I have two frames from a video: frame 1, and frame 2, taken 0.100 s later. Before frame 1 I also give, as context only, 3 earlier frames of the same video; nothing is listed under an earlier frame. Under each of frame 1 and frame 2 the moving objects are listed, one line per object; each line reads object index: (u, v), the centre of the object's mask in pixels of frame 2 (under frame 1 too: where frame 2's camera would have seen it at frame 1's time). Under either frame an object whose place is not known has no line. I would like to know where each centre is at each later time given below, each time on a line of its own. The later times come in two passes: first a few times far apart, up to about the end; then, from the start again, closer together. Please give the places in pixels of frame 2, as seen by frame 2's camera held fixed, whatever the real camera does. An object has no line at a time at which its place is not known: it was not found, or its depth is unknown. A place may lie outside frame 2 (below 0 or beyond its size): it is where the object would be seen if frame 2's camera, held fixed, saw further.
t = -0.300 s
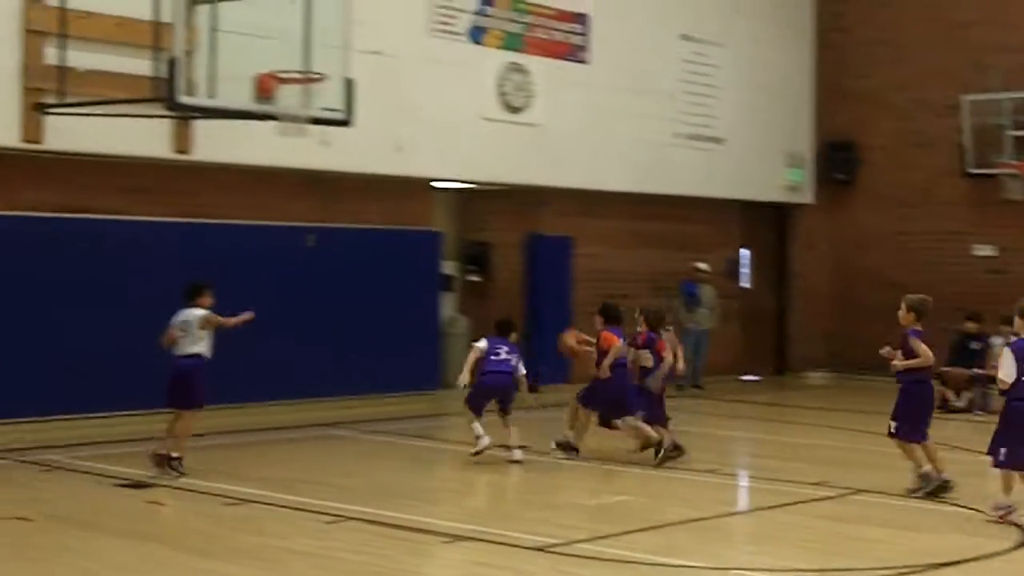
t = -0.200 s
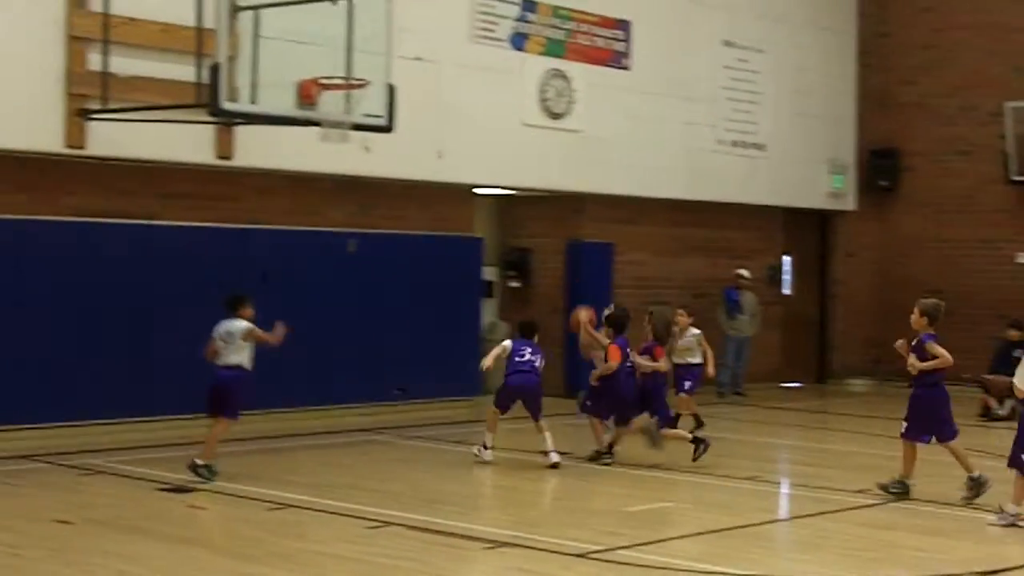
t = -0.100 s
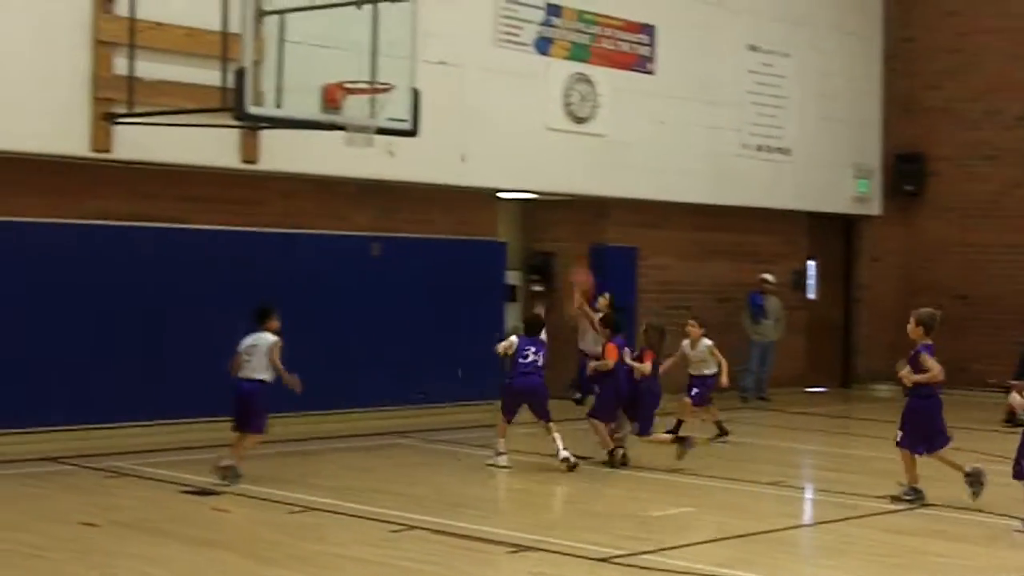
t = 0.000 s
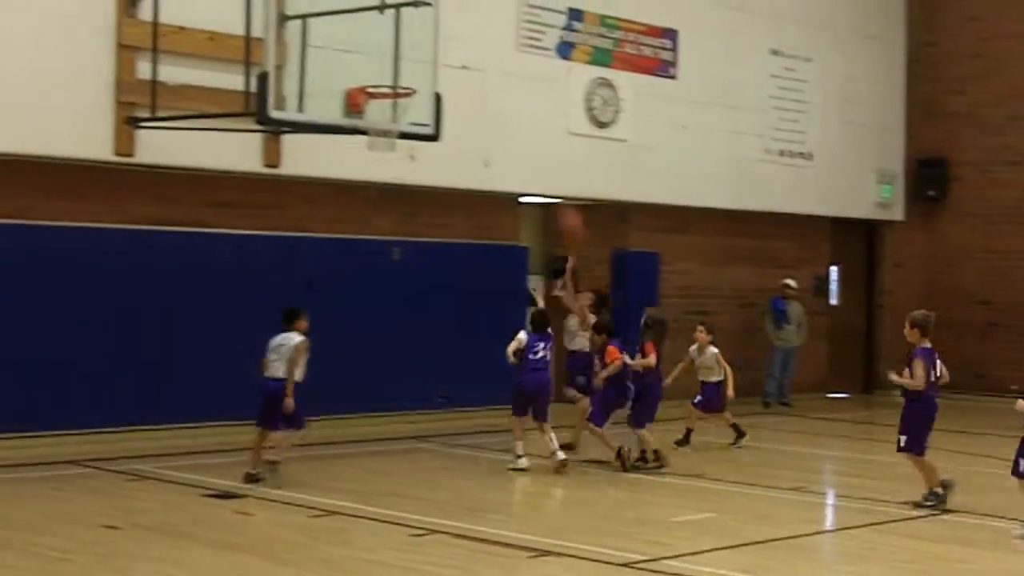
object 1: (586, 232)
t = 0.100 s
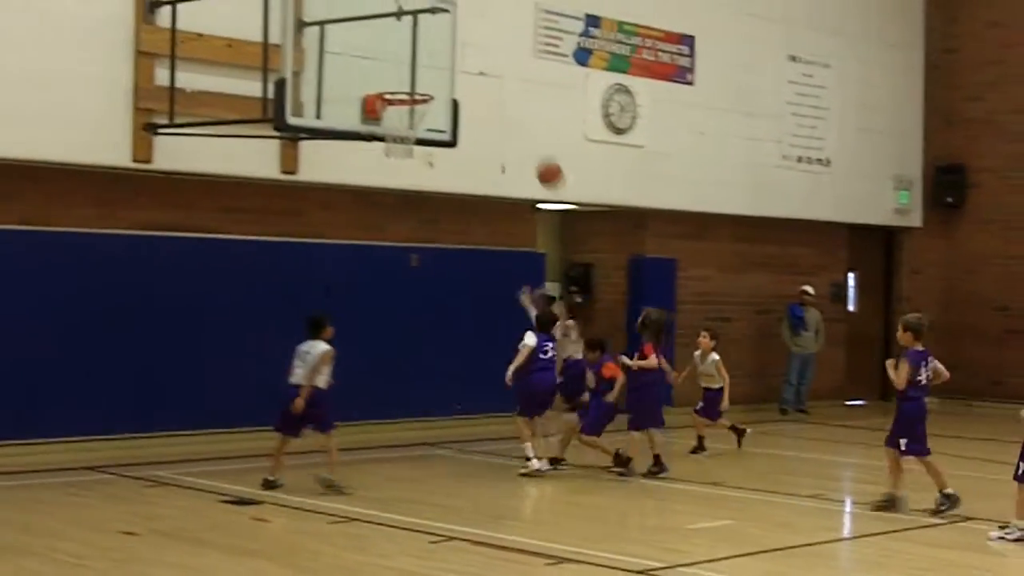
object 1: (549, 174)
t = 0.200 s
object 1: (513, 128)
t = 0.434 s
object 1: (429, 67)
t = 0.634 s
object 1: (419, 69)
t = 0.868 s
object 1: (388, 99)
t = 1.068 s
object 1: (411, 137)
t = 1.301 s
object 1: (429, 206)
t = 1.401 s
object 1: (435, 255)
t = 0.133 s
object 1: (537, 157)
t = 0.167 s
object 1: (525, 142)
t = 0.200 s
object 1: (513, 128)
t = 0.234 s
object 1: (501, 115)
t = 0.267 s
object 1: (489, 104)
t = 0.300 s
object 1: (477, 94)
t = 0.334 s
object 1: (464, 85)
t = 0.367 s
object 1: (452, 77)
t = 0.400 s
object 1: (441, 71)
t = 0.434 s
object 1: (429, 67)
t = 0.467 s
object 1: (422, 63)
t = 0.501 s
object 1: (421, 62)
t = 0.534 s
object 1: (421, 62)
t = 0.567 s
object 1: (420, 63)
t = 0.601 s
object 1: (420, 65)
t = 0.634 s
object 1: (419, 69)
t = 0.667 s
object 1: (419, 74)
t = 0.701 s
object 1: (418, 81)
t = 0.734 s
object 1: (416, 87)
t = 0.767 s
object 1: (409, 86)
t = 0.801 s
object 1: (402, 88)
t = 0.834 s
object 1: (395, 94)
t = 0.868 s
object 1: (388, 99)
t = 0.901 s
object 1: (389, 103)
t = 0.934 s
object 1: (395, 108)
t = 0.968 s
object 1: (400, 115)
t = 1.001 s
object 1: (404, 123)
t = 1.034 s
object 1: (408, 131)
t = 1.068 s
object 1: (411, 137)
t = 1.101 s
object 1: (413, 141)
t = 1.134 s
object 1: (416, 148)
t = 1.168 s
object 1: (418, 158)
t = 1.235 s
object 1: (423, 178)
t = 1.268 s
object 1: (426, 191)
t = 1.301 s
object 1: (429, 206)
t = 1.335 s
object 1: (432, 218)
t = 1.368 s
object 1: (434, 237)
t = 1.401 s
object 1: (435, 255)
